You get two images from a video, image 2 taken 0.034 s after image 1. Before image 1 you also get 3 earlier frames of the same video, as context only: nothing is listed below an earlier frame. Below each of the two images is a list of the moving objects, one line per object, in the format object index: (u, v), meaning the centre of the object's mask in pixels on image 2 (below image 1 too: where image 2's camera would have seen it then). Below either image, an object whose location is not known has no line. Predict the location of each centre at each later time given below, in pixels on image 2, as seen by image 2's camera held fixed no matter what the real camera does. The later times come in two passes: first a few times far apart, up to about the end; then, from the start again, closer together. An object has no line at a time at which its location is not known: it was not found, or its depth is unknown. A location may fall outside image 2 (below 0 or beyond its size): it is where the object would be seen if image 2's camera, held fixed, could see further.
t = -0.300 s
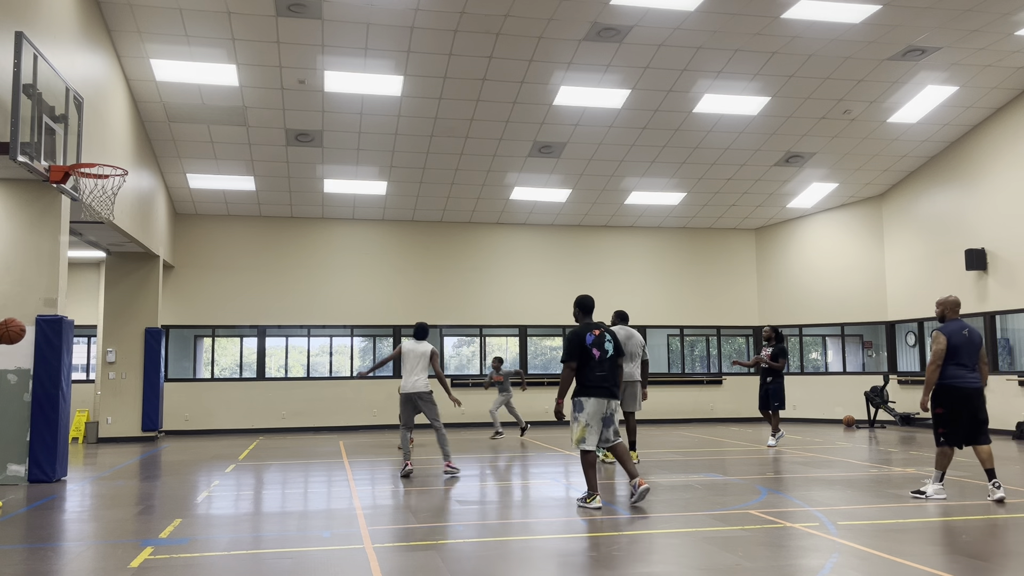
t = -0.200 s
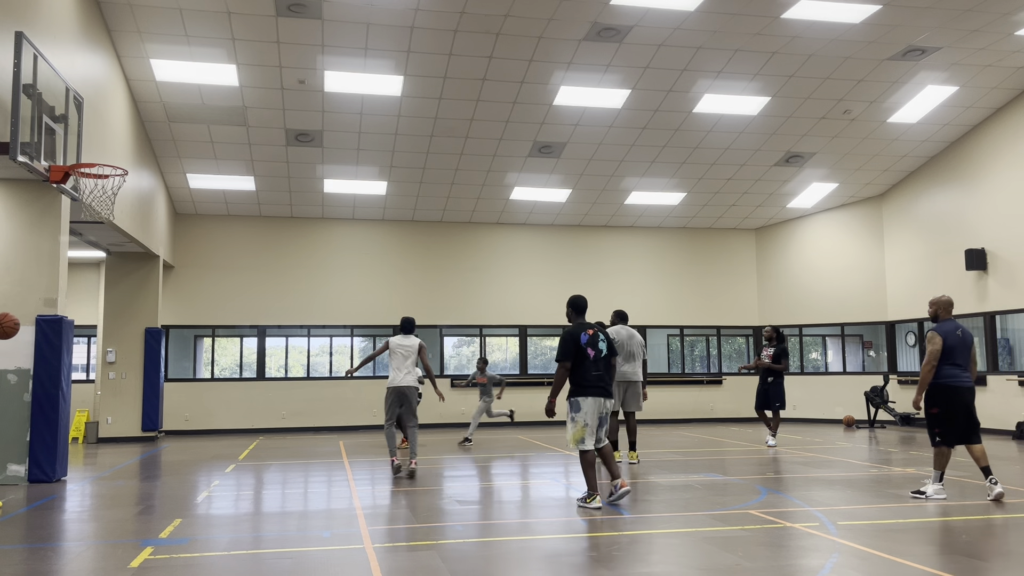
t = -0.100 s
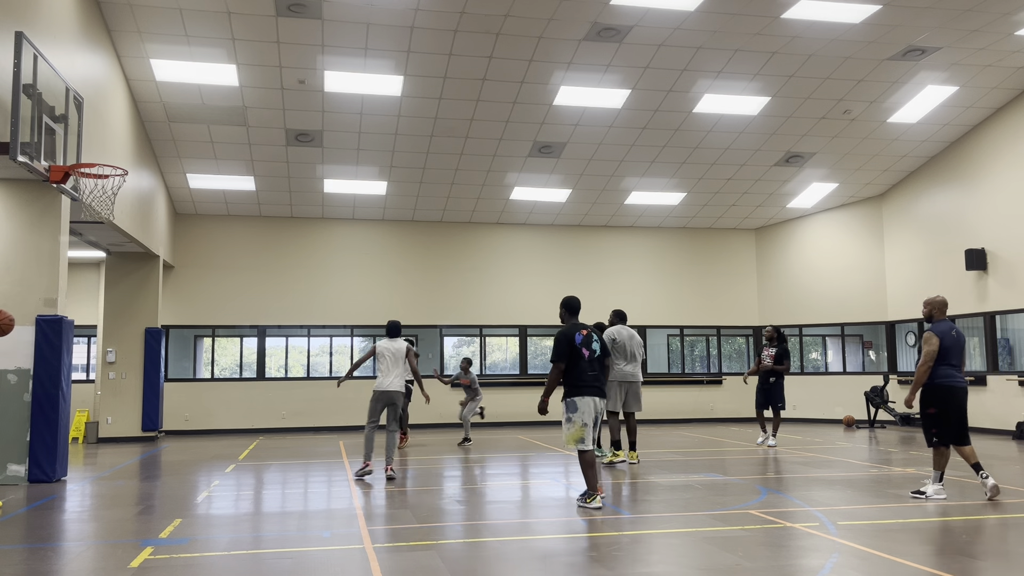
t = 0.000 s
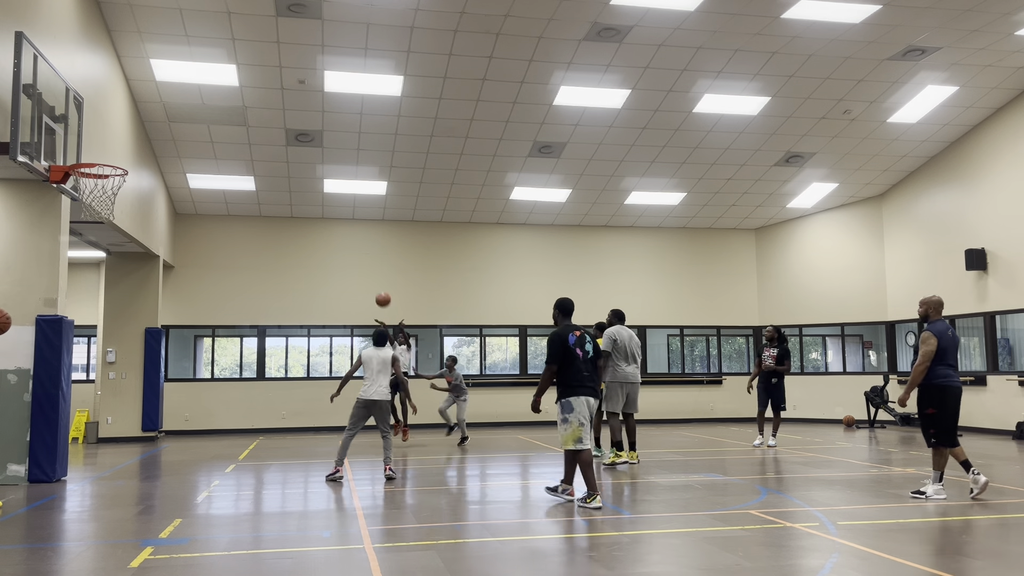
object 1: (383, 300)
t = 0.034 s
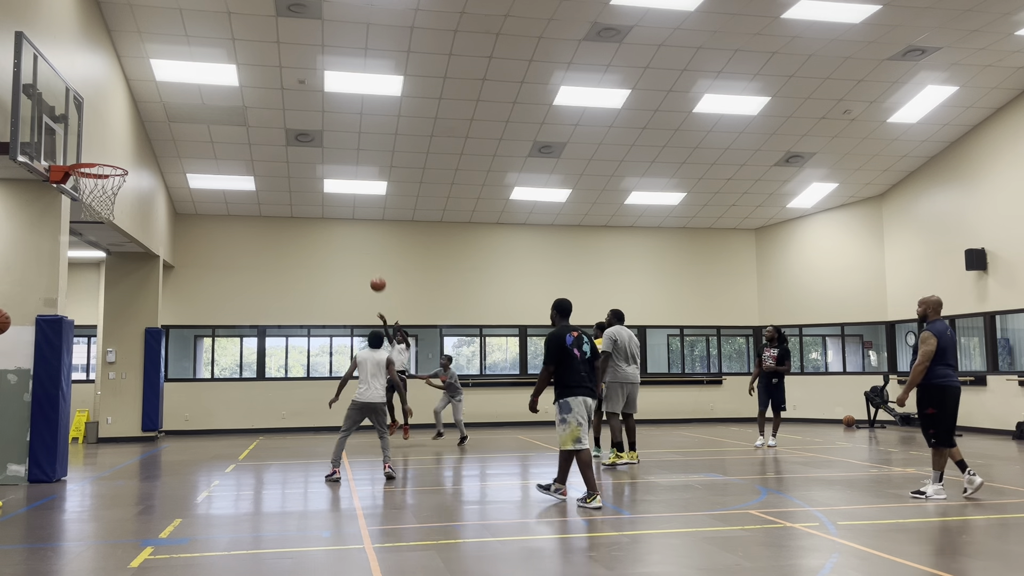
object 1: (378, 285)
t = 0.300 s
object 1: (332, 176)
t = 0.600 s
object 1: (270, 94)
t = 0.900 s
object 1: (189, 69)
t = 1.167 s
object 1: (93, 115)
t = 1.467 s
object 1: (80, 250)
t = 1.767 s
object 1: (135, 503)
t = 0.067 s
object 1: (373, 269)
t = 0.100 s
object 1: (367, 255)
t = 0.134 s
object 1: (362, 241)
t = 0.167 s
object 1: (357, 227)
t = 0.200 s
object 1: (351, 213)
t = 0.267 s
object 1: (339, 189)
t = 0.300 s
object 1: (332, 176)
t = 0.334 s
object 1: (327, 165)
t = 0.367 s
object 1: (321, 154)
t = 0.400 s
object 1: (314, 144)
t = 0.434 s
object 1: (306, 134)
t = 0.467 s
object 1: (300, 125)
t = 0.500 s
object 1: (293, 116)
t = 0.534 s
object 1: (285, 108)
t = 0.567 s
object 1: (278, 101)
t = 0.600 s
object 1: (270, 94)
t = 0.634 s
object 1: (262, 88)
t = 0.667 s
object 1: (254, 83)
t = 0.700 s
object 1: (246, 78)
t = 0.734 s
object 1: (237, 75)
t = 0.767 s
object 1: (228, 72)
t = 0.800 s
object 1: (219, 70)
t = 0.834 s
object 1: (209, 68)
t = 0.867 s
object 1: (199, 68)
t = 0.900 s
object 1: (189, 69)
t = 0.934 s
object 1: (179, 70)
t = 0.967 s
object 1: (168, 73)
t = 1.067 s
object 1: (133, 88)
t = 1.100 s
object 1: (120, 96)
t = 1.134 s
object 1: (106, 105)
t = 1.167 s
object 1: (93, 115)
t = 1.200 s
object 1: (79, 128)
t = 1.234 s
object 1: (64, 142)
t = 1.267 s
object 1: (48, 157)
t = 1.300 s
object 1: (47, 171)
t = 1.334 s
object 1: (53, 183)
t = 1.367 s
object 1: (60, 197)
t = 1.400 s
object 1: (67, 213)
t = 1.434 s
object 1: (73, 231)
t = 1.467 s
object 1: (80, 250)
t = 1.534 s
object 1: (93, 292)
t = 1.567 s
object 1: (100, 316)
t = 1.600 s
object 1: (106, 343)
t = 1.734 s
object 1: (130, 467)
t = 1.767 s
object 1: (135, 503)
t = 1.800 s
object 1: (145, 512)
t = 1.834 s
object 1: (158, 486)
